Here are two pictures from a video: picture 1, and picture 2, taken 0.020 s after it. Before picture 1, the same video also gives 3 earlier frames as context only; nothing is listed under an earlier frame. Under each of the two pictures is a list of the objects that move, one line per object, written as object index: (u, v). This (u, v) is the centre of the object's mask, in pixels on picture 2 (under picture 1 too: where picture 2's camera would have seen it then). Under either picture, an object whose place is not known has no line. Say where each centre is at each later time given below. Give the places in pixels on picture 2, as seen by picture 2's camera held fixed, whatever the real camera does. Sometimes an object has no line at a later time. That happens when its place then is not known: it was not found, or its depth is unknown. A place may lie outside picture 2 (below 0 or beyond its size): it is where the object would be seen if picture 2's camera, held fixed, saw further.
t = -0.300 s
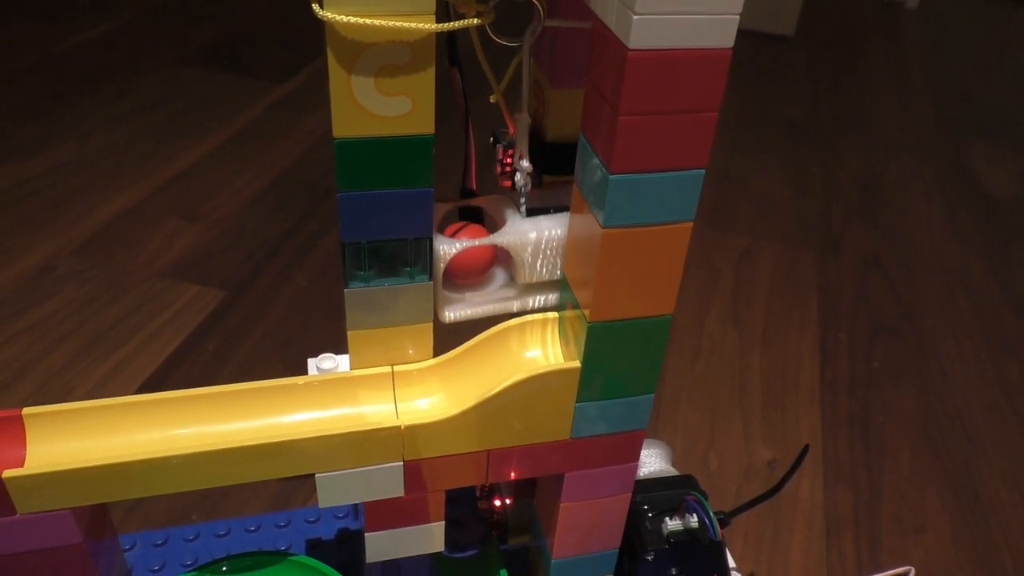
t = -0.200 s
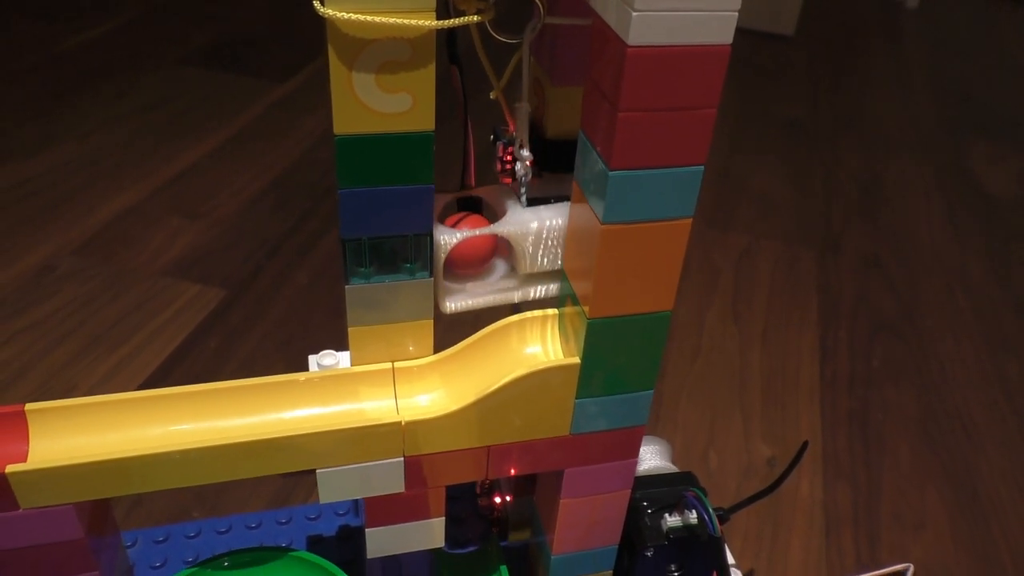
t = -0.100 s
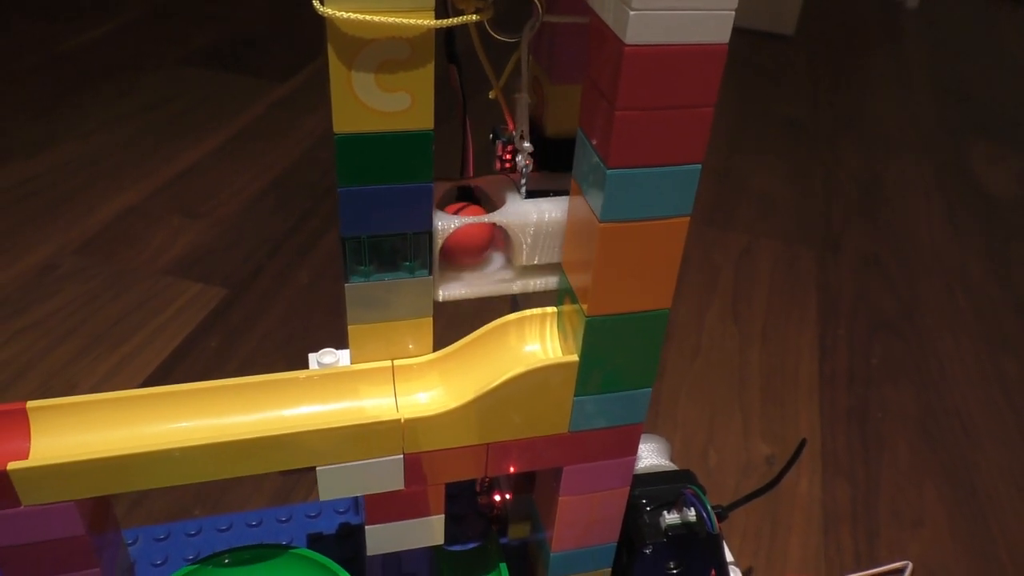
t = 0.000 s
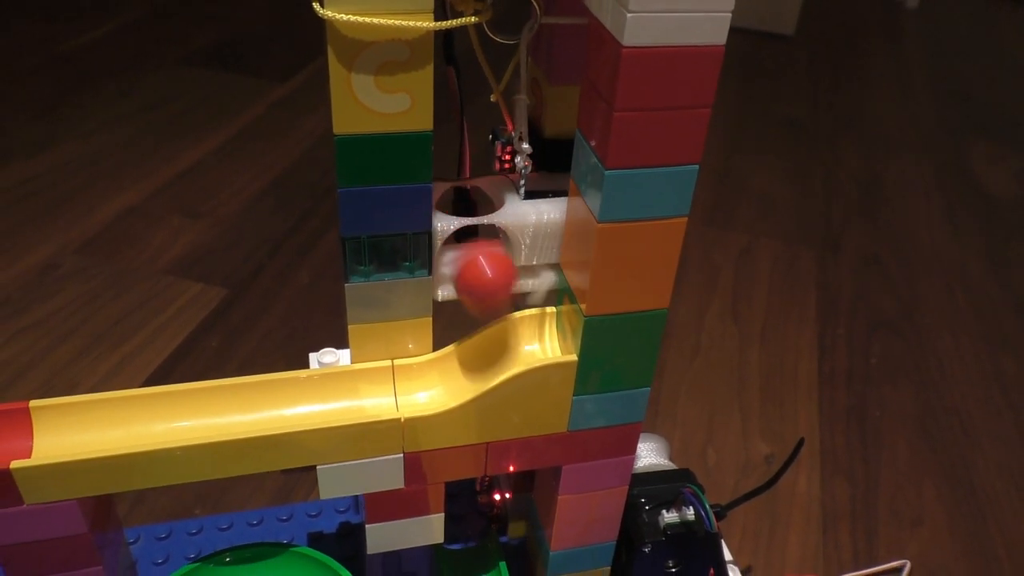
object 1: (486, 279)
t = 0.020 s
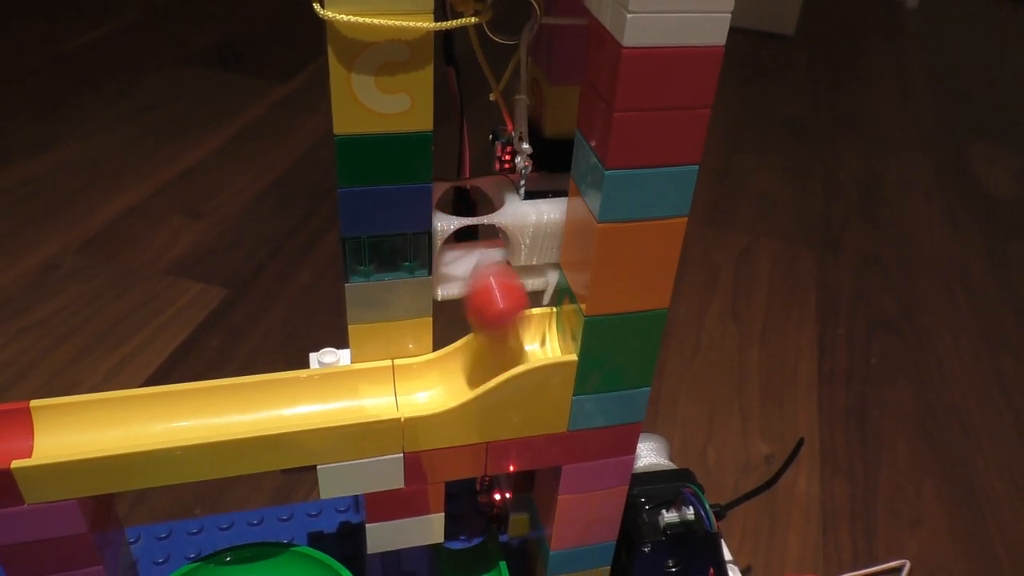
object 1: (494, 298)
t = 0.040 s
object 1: (503, 331)
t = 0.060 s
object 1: (499, 337)
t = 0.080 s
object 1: (490, 342)
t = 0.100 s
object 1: (478, 346)
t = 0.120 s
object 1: (465, 356)
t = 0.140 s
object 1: (449, 372)
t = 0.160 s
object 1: (431, 378)
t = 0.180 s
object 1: (412, 384)
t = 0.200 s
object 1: (394, 385)
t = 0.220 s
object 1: (376, 387)
